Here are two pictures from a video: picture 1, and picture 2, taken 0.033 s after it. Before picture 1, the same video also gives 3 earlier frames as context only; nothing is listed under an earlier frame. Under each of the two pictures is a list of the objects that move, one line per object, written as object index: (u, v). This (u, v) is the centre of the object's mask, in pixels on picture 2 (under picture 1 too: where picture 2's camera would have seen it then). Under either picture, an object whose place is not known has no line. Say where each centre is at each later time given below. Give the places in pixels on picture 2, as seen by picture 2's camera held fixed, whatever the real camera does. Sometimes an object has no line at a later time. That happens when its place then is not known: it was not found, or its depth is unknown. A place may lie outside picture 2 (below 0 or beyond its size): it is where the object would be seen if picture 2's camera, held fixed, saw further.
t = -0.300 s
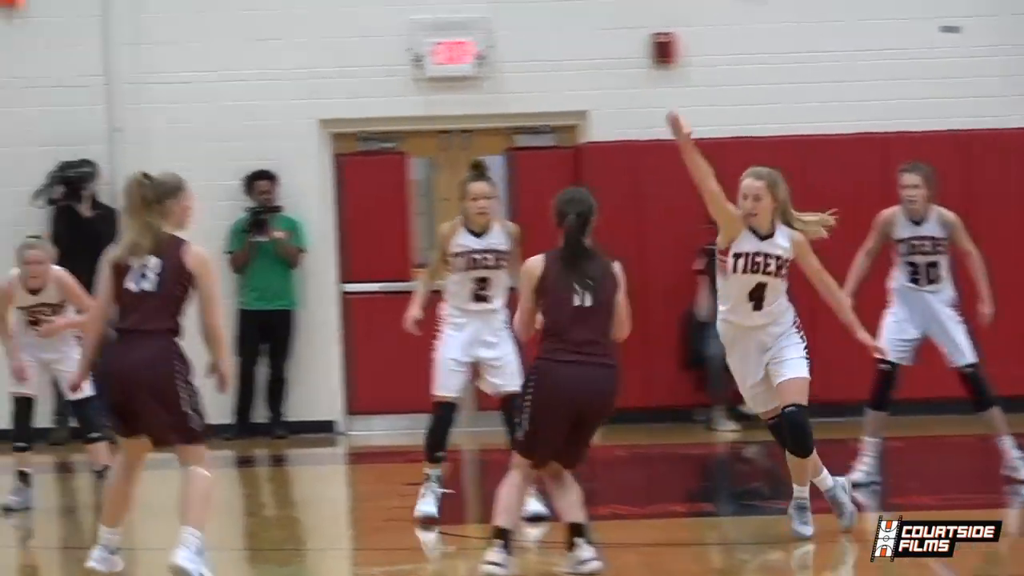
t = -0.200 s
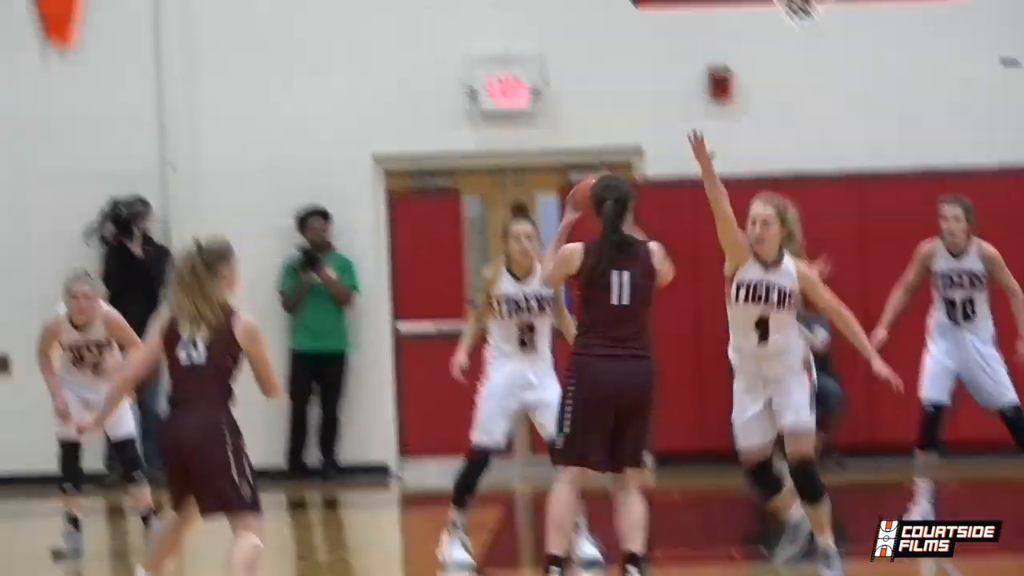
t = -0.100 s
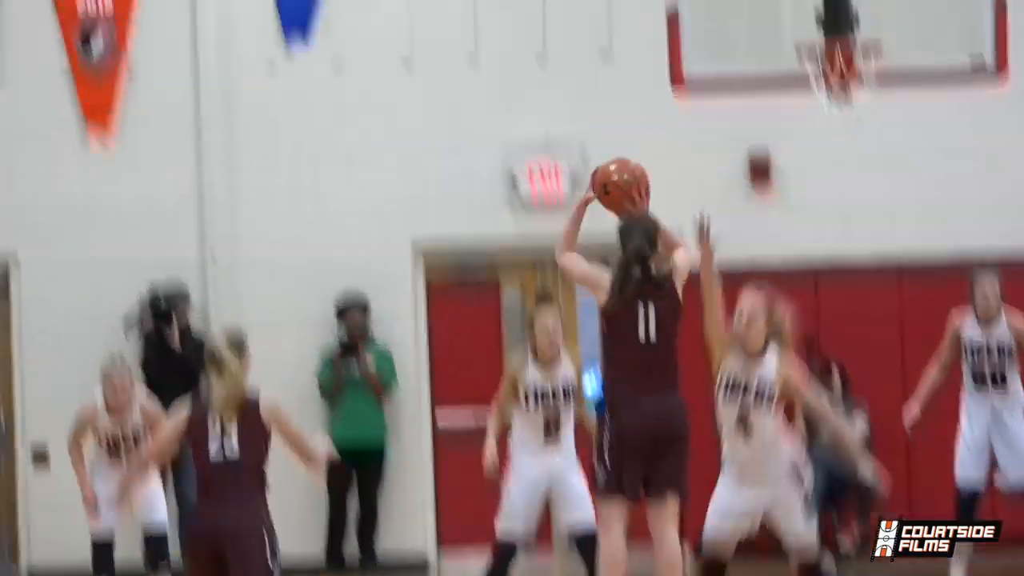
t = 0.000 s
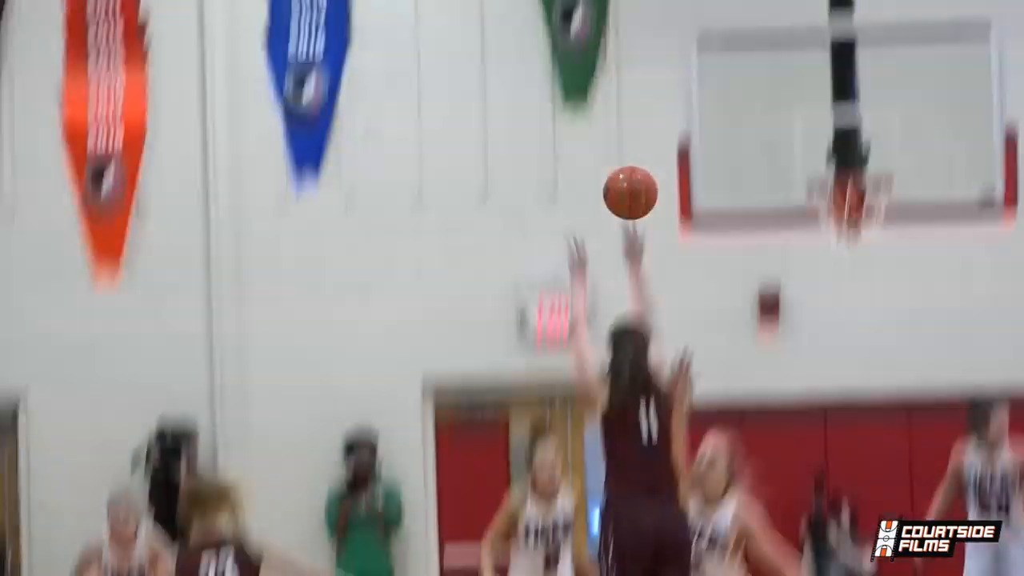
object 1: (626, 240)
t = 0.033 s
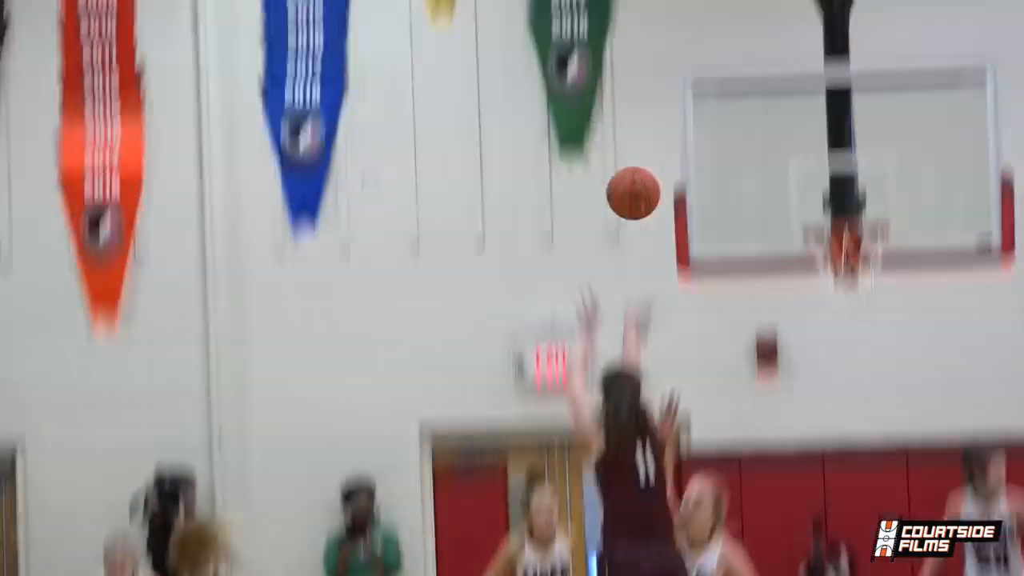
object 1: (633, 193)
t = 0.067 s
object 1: (640, 149)
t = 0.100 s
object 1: (647, 107)
